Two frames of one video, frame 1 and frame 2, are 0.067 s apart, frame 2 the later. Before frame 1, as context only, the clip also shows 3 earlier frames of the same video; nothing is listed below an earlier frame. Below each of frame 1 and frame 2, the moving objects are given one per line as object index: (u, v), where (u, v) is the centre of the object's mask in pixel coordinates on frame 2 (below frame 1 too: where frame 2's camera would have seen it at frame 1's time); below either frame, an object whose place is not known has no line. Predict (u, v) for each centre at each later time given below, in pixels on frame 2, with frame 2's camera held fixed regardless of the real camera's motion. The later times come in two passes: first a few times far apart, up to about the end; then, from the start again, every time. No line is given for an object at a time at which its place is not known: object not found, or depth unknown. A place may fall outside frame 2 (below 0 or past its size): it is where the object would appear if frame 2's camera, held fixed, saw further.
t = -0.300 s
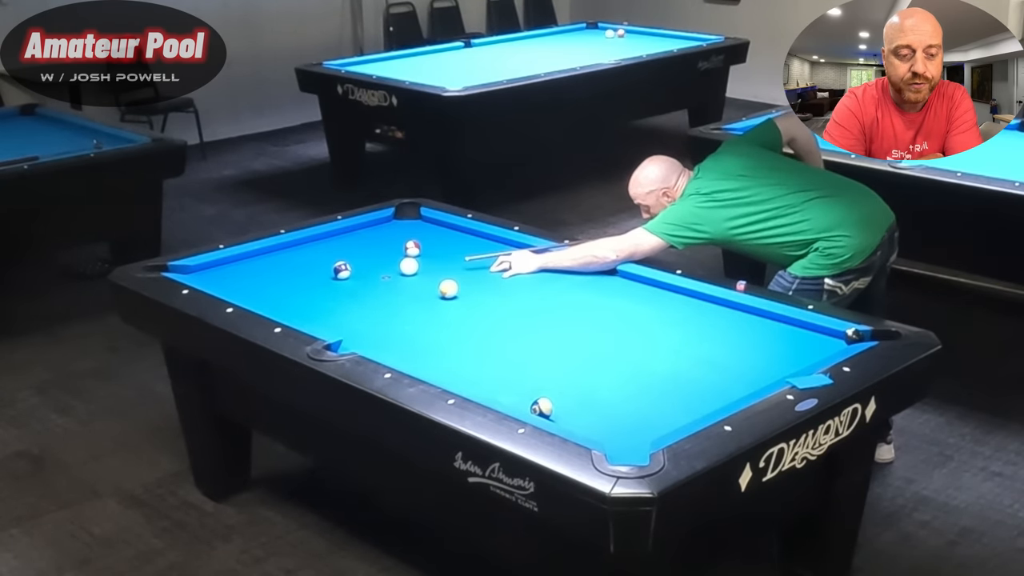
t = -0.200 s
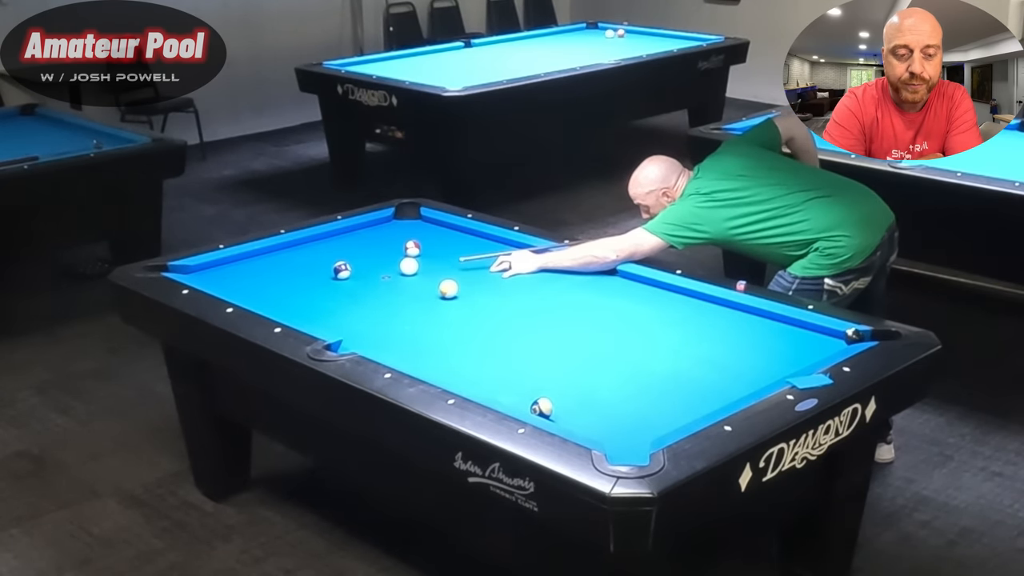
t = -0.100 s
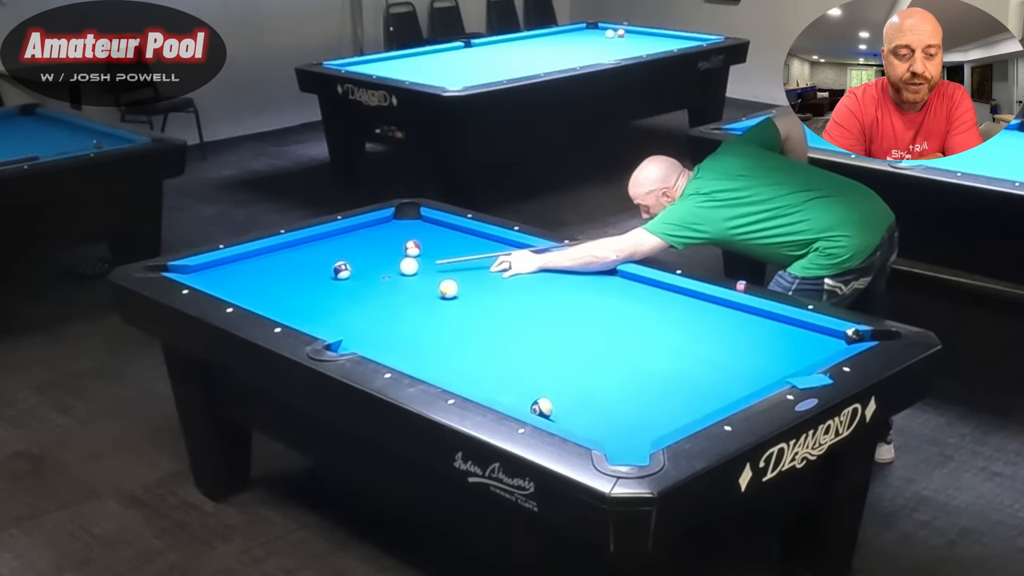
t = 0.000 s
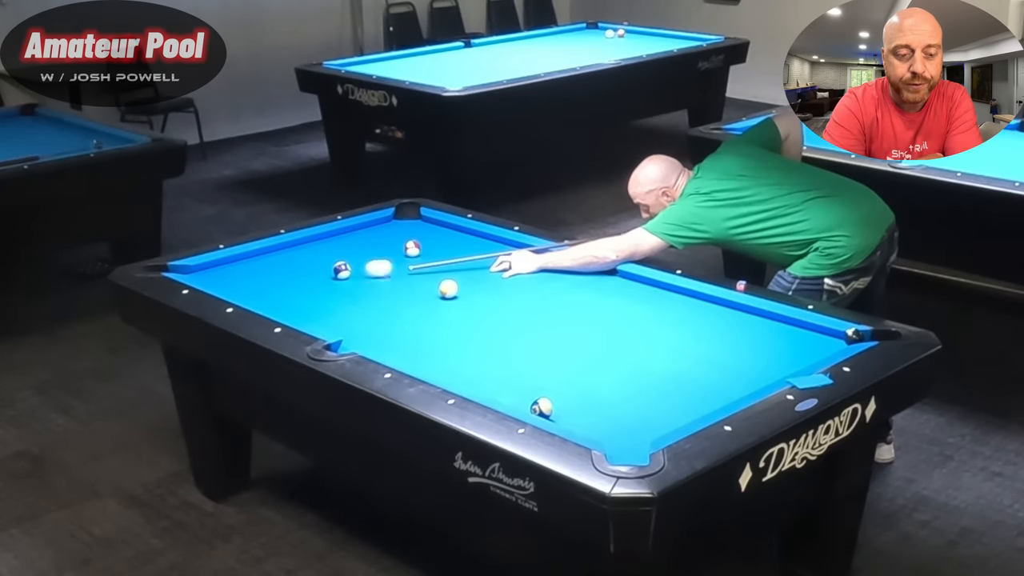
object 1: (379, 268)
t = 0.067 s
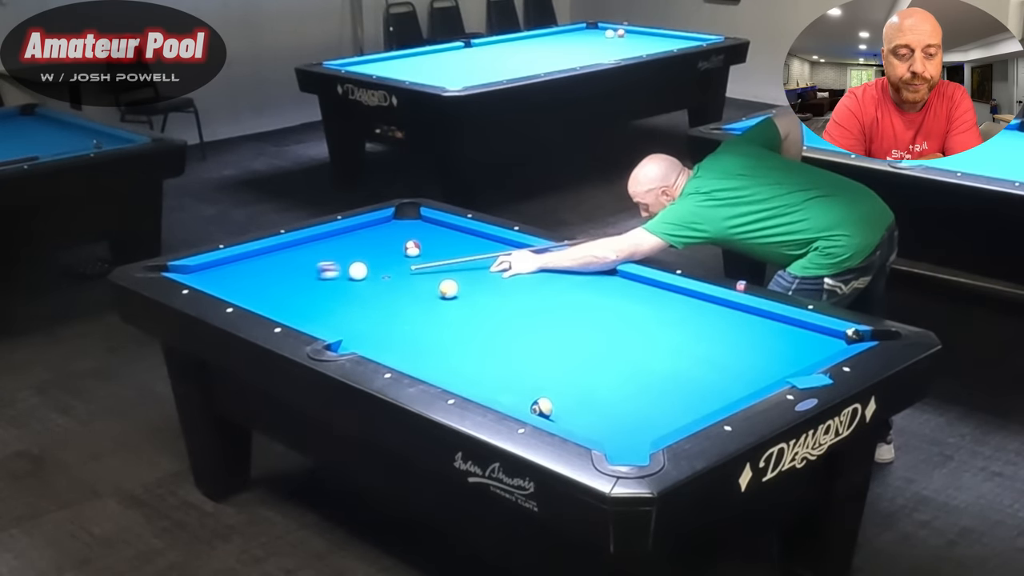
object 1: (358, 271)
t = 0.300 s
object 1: (347, 278)
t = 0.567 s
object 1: (336, 285)
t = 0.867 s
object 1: (324, 293)
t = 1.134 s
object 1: (313, 300)
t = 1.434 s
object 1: (302, 307)
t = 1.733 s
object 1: (293, 311)
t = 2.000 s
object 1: (299, 312)
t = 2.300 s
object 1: (309, 312)
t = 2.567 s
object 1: (316, 311)
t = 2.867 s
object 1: (322, 310)
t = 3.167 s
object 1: (326, 310)
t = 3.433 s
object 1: (327, 310)
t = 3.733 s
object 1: (327, 309)
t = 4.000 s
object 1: (327, 310)
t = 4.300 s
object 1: (327, 310)
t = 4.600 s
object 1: (327, 310)
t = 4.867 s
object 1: (327, 310)
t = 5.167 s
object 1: (327, 309)
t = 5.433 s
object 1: (327, 310)
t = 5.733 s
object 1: (327, 310)
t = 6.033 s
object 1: (327, 310)
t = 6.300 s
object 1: (327, 310)
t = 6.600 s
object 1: (327, 310)
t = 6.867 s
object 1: (327, 310)
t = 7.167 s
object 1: (327, 310)
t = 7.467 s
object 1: (327, 310)
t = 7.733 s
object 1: (327, 310)
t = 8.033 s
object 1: (327, 310)
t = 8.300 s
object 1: (327, 310)
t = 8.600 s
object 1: (327, 310)
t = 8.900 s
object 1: (327, 310)
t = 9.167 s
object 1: (327, 310)
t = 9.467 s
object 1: (327, 310)
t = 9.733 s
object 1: (327, 310)
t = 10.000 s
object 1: (327, 310)
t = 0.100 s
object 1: (356, 272)
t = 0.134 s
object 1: (355, 273)
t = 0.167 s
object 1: (353, 274)
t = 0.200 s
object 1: (352, 275)
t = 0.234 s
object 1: (350, 276)
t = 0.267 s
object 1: (349, 277)
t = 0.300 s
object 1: (347, 278)
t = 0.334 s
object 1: (346, 278)
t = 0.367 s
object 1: (345, 279)
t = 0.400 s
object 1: (343, 280)
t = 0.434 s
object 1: (342, 281)
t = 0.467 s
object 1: (340, 282)
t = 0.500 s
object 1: (339, 283)
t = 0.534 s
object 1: (338, 284)
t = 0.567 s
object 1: (336, 285)
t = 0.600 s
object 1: (335, 286)
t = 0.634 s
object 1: (333, 287)
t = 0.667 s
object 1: (332, 288)
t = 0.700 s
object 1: (330, 289)
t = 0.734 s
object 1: (329, 290)
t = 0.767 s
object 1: (328, 290)
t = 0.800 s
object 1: (326, 291)
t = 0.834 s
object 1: (325, 292)
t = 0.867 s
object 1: (324, 293)
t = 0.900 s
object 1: (322, 294)
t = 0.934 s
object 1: (321, 295)
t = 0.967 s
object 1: (319, 295)
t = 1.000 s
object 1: (318, 296)
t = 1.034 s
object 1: (317, 297)
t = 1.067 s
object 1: (315, 298)
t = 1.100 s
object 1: (314, 299)
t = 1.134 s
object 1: (313, 300)
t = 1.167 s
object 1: (312, 300)
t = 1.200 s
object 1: (311, 301)
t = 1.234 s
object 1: (309, 302)
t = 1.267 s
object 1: (308, 303)
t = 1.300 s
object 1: (307, 304)
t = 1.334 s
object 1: (306, 304)
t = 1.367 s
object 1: (305, 305)
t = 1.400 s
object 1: (303, 306)
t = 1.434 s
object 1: (302, 307)
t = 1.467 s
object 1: (301, 307)
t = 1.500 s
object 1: (300, 308)
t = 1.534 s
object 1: (299, 309)
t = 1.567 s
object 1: (298, 309)
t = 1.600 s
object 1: (297, 310)
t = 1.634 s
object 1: (296, 310)
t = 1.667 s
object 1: (295, 310)
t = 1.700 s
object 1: (294, 311)
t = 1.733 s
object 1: (293, 311)
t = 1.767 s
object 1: (292, 311)
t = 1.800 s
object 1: (292, 312)
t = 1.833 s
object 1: (292, 312)
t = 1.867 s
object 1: (294, 312)
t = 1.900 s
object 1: (295, 312)
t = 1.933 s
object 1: (296, 312)
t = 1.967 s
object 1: (297, 312)
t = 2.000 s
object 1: (299, 312)
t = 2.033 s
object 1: (300, 312)
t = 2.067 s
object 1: (301, 312)
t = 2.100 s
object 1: (302, 312)
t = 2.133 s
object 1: (303, 312)
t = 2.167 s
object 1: (305, 312)
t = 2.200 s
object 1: (306, 312)
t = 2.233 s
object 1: (307, 312)
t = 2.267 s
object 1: (308, 312)
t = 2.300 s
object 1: (309, 312)
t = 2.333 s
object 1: (310, 312)
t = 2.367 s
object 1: (310, 312)
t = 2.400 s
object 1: (311, 312)
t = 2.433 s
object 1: (312, 311)
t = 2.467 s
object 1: (313, 311)
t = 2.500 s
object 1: (314, 311)
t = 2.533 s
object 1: (315, 311)
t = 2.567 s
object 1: (316, 311)
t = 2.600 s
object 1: (316, 311)
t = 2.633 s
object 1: (317, 311)
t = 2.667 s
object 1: (318, 311)
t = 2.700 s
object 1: (319, 311)
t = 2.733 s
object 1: (319, 310)
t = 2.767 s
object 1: (320, 310)
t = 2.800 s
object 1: (321, 310)
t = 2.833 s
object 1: (321, 310)
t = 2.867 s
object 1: (322, 310)
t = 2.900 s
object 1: (322, 310)
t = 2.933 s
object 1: (323, 310)
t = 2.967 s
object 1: (323, 310)
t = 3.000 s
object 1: (324, 310)
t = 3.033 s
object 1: (324, 310)
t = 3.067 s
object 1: (325, 310)
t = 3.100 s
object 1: (325, 310)
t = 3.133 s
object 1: (325, 310)
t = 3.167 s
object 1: (326, 310)
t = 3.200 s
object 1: (326, 310)
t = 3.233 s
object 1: (326, 310)
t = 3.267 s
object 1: (326, 310)
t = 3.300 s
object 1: (327, 309)
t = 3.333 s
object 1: (327, 309)
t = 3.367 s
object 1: (327, 310)
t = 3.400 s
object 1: (327, 310)
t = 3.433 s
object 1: (327, 310)
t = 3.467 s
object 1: (327, 309)
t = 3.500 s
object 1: (327, 310)
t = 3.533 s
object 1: (327, 310)
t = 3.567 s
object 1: (327, 309)
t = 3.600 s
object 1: (327, 310)
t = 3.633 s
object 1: (327, 309)
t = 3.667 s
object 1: (327, 309)
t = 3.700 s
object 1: (327, 310)
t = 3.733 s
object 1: (327, 309)
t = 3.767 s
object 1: (327, 310)
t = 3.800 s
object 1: (327, 309)
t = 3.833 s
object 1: (327, 310)
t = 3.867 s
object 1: (327, 310)
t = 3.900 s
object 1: (327, 310)
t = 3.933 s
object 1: (327, 309)
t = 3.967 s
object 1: (327, 310)
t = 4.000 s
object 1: (327, 310)
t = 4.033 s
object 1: (327, 310)
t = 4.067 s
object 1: (327, 310)
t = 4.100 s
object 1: (327, 310)
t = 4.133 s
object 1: (327, 310)
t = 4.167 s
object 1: (327, 310)
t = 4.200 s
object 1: (327, 310)
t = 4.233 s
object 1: (327, 310)
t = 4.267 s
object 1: (327, 310)
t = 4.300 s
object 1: (327, 310)
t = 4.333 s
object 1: (327, 310)
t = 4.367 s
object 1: (327, 310)
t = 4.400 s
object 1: (327, 309)
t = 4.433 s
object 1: (327, 310)
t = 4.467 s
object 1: (327, 310)
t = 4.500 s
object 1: (327, 310)
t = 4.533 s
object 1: (327, 310)
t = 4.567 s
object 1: (327, 310)
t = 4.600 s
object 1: (327, 310)
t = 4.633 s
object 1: (327, 310)
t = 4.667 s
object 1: (327, 309)
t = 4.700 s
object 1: (327, 309)
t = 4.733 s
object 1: (327, 310)
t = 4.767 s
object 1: (327, 310)
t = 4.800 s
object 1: (327, 310)
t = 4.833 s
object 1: (327, 310)
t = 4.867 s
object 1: (327, 310)
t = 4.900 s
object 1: (327, 310)
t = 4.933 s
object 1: (327, 309)
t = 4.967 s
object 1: (327, 309)
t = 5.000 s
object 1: (327, 309)
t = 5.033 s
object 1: (327, 309)
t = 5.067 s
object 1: (327, 310)
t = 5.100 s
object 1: (327, 310)
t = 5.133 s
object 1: (327, 310)
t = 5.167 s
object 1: (327, 309)
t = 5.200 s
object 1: (327, 309)
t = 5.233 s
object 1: (327, 310)
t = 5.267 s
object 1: (327, 309)
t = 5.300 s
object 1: (327, 310)
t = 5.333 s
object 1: (327, 310)
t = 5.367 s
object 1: (327, 309)
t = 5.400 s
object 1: (327, 310)
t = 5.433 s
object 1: (327, 310)
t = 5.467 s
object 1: (327, 310)
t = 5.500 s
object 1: (327, 310)
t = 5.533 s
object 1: (327, 310)
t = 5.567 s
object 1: (327, 310)
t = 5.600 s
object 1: (327, 310)
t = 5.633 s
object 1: (327, 310)
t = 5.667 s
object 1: (327, 310)
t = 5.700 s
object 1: (327, 310)
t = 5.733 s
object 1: (327, 310)
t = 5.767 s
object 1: (327, 310)
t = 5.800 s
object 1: (327, 310)
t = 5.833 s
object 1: (327, 310)
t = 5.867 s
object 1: (327, 310)
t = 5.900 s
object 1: (327, 310)
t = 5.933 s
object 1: (327, 310)
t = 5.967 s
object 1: (327, 310)
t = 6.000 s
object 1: (327, 310)
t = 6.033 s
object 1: (327, 310)
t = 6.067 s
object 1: (327, 310)
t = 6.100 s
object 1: (327, 310)
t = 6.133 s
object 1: (327, 310)
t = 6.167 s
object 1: (327, 310)
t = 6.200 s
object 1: (327, 310)
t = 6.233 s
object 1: (327, 310)
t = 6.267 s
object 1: (327, 310)
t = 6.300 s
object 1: (327, 310)
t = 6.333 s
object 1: (327, 310)
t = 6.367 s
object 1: (327, 310)
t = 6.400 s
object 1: (327, 310)
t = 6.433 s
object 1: (327, 310)
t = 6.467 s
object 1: (327, 310)
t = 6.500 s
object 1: (327, 310)
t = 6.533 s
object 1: (327, 310)
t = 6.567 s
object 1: (327, 310)
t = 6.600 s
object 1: (327, 310)
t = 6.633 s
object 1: (327, 310)
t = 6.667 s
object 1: (327, 310)
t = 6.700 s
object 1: (327, 310)
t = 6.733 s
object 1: (327, 310)
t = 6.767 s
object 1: (327, 310)
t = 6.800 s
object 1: (327, 310)
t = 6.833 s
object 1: (327, 310)
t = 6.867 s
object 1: (327, 310)
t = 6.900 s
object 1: (327, 310)
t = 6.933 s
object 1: (327, 310)
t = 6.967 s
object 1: (327, 310)
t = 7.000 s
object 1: (327, 310)
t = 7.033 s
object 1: (327, 310)
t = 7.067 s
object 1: (327, 310)
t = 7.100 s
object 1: (327, 310)
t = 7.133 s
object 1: (327, 310)
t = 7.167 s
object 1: (327, 310)
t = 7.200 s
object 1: (327, 310)
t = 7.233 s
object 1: (327, 310)
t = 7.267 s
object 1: (327, 310)
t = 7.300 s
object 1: (327, 309)
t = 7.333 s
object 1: (327, 310)
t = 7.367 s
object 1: (327, 310)
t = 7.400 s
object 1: (327, 310)
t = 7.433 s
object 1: (327, 310)
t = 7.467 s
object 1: (327, 310)
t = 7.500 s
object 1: (327, 310)
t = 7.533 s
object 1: (327, 310)
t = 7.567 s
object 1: (327, 310)
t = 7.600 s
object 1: (327, 310)
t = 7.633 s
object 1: (327, 310)
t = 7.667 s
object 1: (327, 310)
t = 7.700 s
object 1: (327, 310)
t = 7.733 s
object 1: (327, 310)
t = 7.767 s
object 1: (327, 310)
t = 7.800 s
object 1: (327, 310)
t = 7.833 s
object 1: (327, 310)
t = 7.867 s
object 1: (327, 310)
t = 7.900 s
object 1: (327, 310)
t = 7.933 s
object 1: (327, 310)
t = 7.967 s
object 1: (327, 310)
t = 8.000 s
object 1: (327, 310)
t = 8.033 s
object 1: (327, 310)
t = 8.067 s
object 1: (327, 310)
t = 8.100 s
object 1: (327, 310)
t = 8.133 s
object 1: (327, 310)
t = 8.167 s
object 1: (327, 310)
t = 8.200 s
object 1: (327, 310)
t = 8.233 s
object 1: (327, 310)
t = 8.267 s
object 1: (327, 310)
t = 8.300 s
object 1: (327, 310)
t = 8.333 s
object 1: (327, 310)
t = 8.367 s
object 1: (327, 310)
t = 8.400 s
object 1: (327, 310)
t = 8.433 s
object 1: (327, 310)
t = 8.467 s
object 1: (327, 310)
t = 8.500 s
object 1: (327, 310)
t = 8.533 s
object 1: (327, 310)
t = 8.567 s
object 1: (327, 310)
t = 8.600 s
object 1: (327, 310)
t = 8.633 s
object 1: (327, 310)
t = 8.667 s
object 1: (327, 310)
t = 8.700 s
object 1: (327, 310)
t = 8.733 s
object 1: (327, 310)
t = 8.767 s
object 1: (327, 310)
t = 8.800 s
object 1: (327, 310)
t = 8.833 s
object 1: (327, 310)
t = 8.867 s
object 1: (327, 310)
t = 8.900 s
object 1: (327, 310)
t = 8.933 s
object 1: (327, 310)
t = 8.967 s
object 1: (327, 310)
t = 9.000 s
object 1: (327, 310)
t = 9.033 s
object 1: (327, 310)
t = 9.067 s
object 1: (327, 310)
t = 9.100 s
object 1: (327, 310)
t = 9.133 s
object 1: (327, 310)
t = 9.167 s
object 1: (327, 310)
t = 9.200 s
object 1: (327, 310)
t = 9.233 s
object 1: (327, 310)
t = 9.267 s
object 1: (327, 310)
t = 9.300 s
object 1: (327, 310)
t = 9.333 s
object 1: (327, 310)
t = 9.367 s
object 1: (327, 310)
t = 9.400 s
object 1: (327, 310)
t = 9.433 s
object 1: (327, 310)
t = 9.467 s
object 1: (327, 310)
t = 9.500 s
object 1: (327, 310)
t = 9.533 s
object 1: (327, 310)
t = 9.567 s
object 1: (327, 310)
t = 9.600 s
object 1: (327, 310)
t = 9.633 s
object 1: (327, 310)
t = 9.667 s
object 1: (327, 310)
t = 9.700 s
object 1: (327, 310)
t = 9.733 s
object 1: (327, 310)
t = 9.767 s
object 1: (327, 310)
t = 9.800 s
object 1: (327, 310)
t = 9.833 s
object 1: (327, 310)
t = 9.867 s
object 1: (327, 310)
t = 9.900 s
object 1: (327, 310)
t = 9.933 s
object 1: (327, 310)
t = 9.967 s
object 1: (327, 310)
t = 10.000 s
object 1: (327, 310)
